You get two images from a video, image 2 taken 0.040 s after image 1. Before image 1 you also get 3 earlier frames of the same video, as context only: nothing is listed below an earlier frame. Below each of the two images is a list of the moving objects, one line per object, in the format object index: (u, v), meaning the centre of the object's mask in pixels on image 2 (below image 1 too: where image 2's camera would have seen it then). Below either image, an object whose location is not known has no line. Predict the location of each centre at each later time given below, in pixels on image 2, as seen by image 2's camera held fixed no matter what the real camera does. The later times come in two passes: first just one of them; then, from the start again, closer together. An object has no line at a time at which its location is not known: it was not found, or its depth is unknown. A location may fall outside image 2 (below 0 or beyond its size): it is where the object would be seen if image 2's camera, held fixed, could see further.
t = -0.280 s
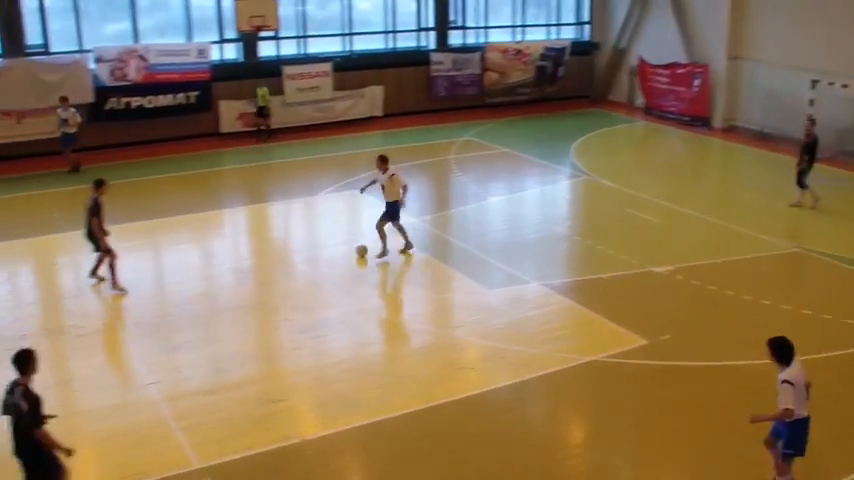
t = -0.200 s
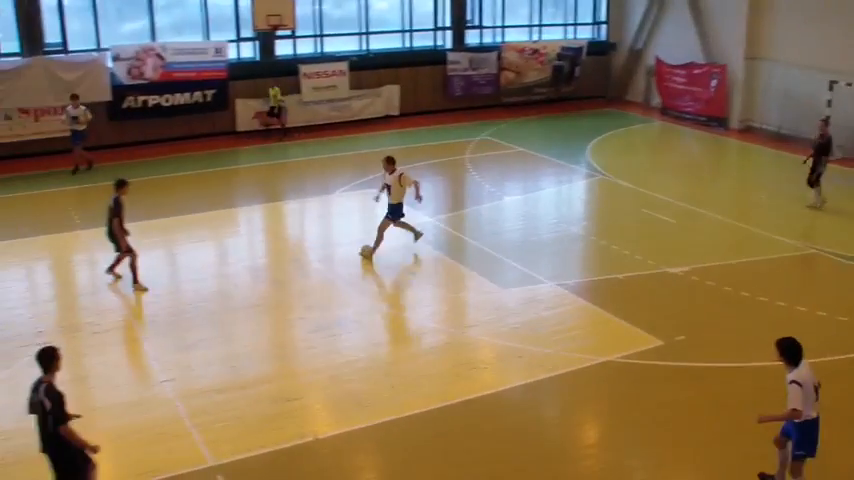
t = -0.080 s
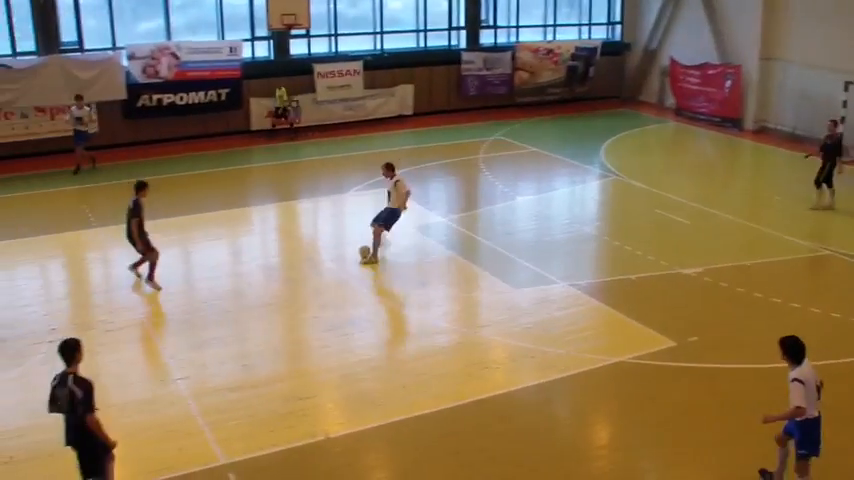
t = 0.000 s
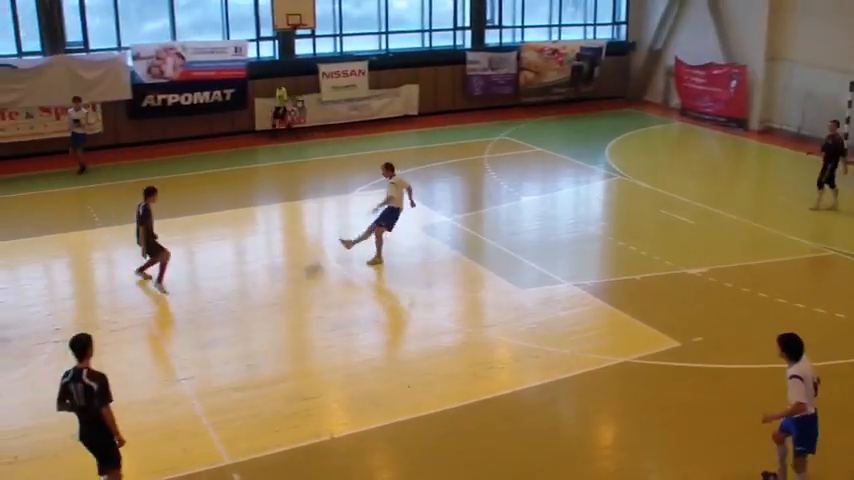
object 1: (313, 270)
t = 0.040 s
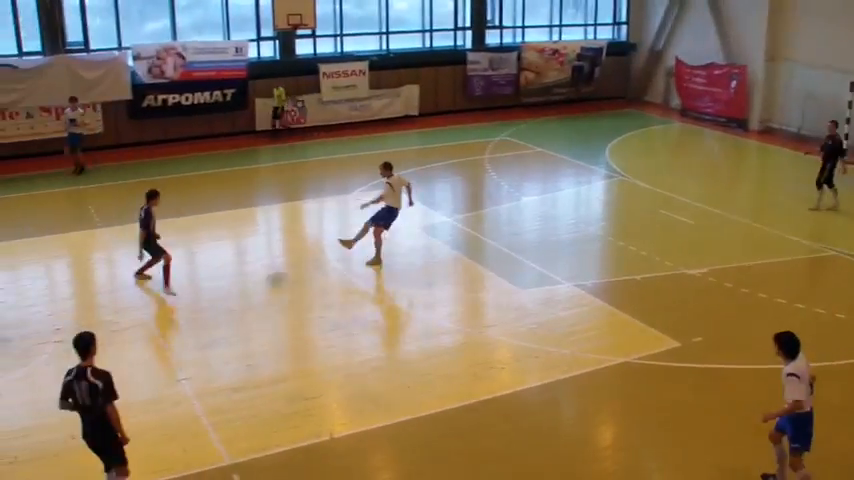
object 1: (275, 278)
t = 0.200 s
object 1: (120, 325)
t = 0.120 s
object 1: (201, 302)
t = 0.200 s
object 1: (120, 325)
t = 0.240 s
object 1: (77, 336)
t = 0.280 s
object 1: (33, 349)
